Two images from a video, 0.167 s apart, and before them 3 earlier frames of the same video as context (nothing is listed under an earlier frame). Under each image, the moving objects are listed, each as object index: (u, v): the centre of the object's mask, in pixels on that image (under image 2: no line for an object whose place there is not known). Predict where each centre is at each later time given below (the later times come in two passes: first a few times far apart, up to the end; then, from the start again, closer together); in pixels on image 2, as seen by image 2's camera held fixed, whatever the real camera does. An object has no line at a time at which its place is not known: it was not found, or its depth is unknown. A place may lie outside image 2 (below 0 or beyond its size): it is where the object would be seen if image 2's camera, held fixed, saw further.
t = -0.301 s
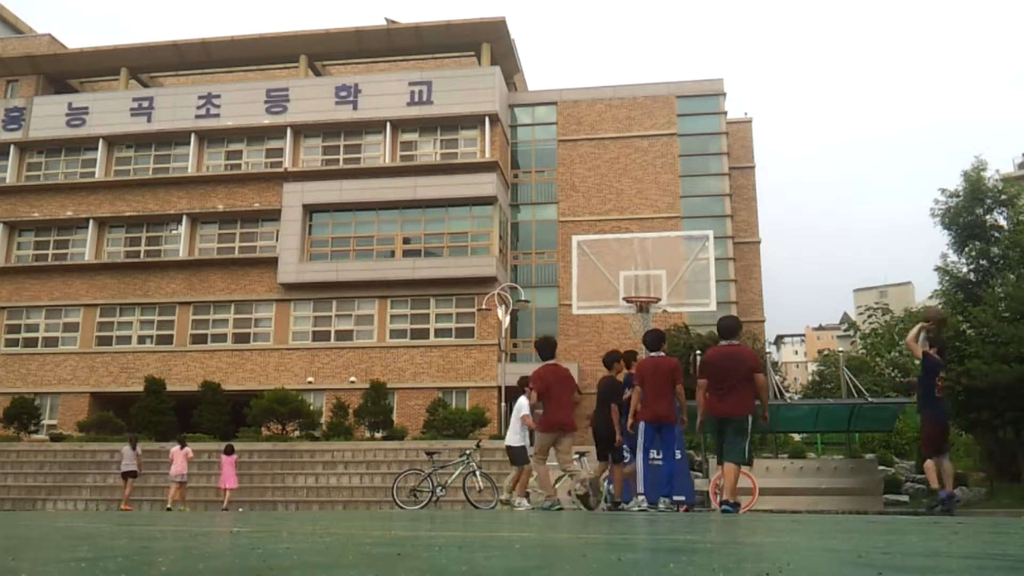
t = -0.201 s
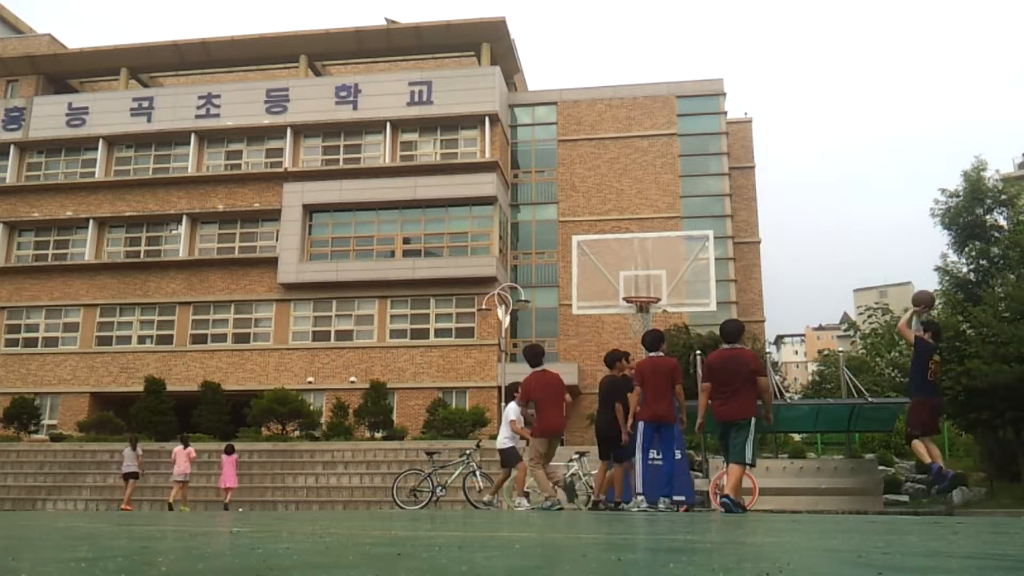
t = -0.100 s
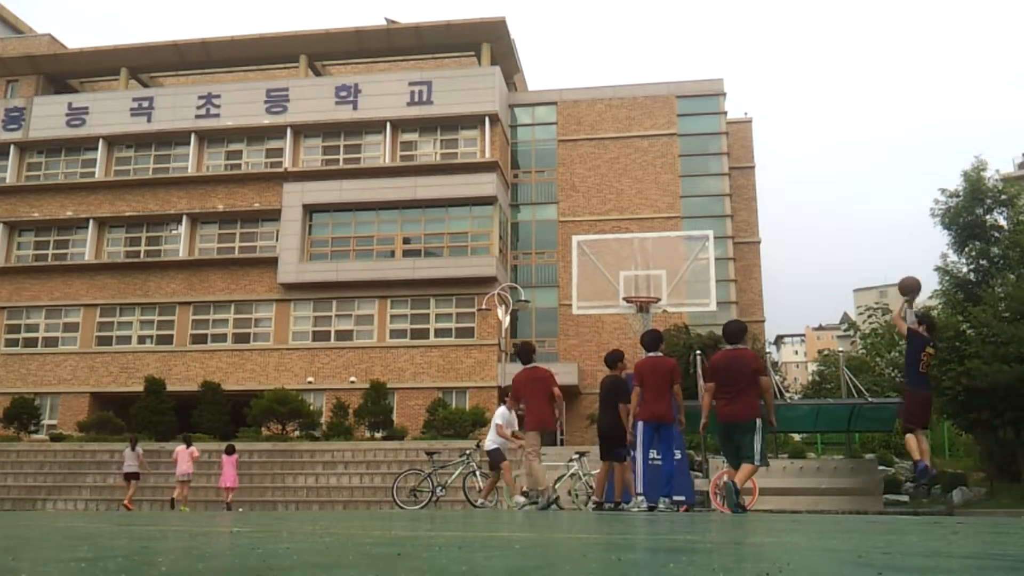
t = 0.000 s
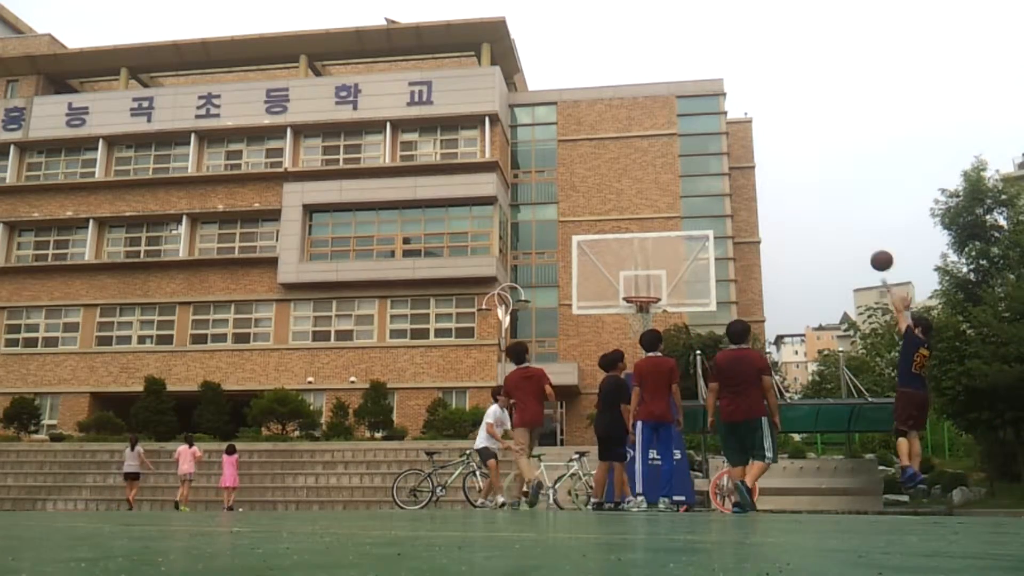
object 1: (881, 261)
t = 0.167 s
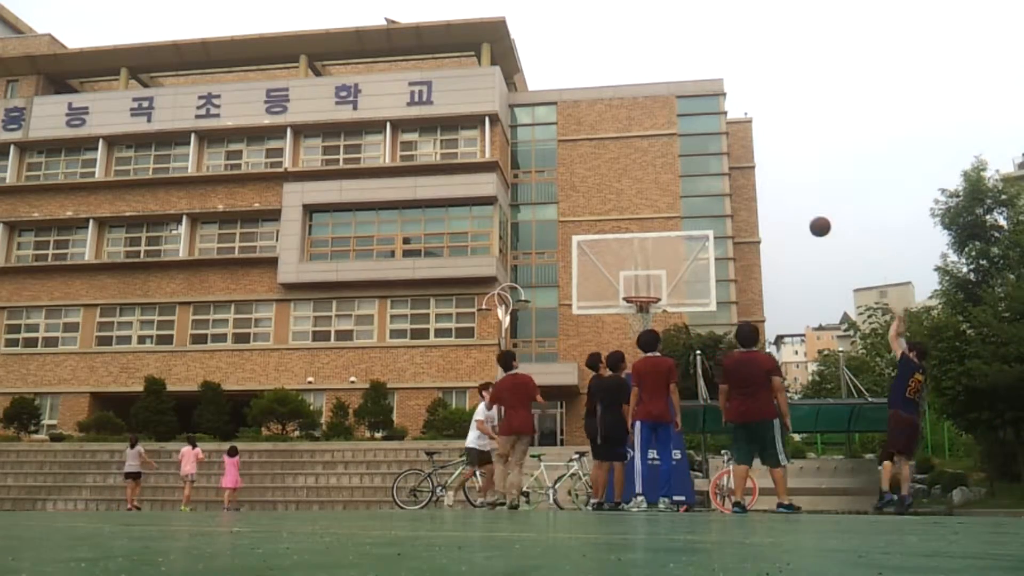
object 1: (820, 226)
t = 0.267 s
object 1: (785, 218)
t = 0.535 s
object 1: (701, 233)
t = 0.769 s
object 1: (634, 290)
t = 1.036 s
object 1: (627, 317)
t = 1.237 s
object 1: (627, 323)
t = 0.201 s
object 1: (808, 223)
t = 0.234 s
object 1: (796, 220)
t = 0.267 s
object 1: (785, 218)
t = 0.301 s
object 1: (774, 217)
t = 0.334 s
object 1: (763, 216)
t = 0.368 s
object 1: (752, 218)
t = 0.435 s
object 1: (732, 221)
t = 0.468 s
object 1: (721, 224)
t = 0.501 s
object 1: (711, 228)
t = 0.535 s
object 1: (701, 233)
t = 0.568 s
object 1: (691, 239)
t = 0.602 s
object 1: (682, 245)
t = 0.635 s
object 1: (672, 253)
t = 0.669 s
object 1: (662, 261)
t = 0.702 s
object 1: (652, 270)
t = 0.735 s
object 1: (643, 280)
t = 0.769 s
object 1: (634, 290)
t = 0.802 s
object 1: (636, 294)
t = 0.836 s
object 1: (646, 297)
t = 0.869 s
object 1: (649, 303)
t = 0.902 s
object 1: (648, 305)
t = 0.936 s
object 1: (640, 309)
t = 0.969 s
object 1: (633, 314)
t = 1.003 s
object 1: (630, 316)
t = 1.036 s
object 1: (627, 317)
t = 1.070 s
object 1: (626, 317)
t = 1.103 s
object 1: (625, 317)
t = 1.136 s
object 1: (625, 317)
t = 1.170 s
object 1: (625, 318)
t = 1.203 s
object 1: (626, 320)
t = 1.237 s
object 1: (627, 323)
